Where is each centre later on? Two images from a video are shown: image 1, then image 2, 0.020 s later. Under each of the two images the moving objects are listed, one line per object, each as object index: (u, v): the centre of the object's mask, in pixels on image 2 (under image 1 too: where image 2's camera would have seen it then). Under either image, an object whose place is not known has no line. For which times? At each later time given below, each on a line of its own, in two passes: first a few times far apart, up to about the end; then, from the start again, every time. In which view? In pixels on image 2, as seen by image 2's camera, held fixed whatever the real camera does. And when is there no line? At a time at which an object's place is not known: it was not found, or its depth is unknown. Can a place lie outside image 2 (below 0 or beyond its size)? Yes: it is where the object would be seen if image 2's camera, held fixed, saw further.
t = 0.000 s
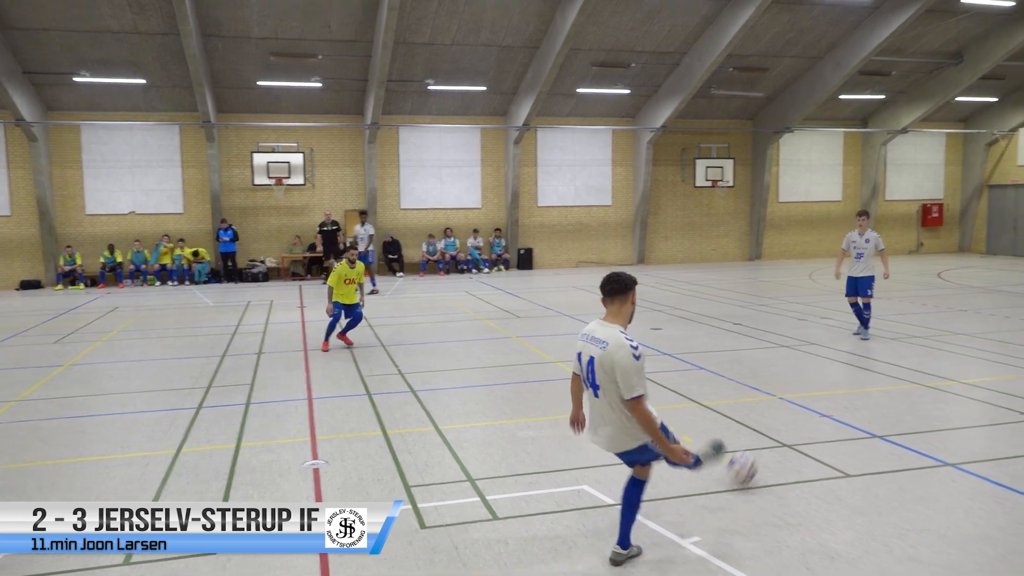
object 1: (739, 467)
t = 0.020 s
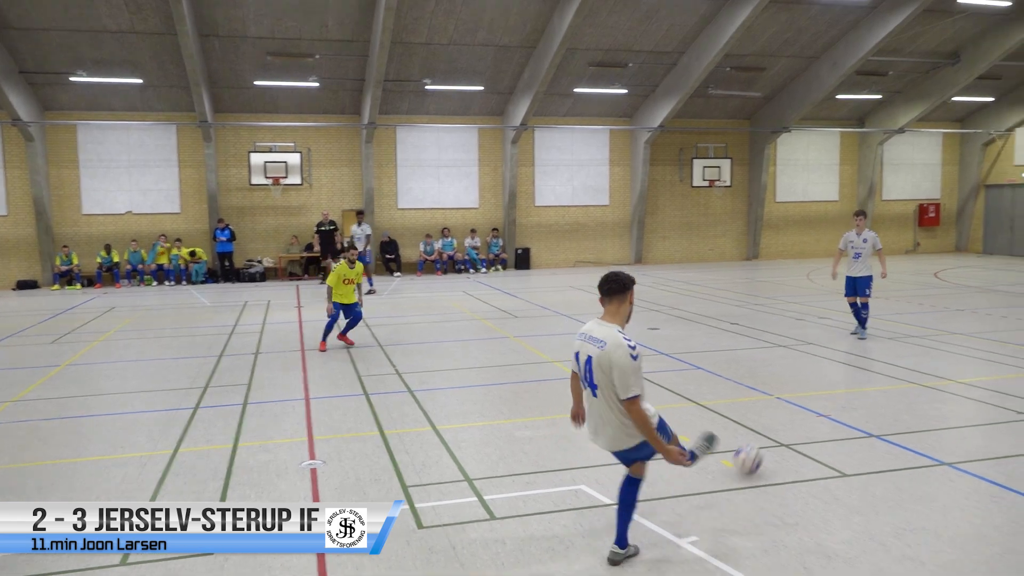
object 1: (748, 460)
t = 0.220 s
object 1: (808, 397)
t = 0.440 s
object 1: (841, 364)
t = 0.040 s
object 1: (759, 452)
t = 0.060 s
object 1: (765, 445)
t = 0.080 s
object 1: (773, 438)
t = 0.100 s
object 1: (779, 430)
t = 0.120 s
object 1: (784, 424)
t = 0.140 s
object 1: (790, 418)
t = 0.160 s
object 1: (796, 414)
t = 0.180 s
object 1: (800, 408)
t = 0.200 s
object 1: (805, 402)
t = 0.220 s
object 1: (808, 397)
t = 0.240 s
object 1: (812, 394)
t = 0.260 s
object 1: (816, 390)
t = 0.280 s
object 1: (819, 387)
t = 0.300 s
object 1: (822, 383)
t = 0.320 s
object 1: (826, 381)
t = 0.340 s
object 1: (829, 377)
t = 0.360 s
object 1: (831, 374)
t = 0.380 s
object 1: (834, 371)
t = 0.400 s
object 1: (836, 368)
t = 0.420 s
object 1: (838, 366)
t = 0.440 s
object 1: (841, 364)
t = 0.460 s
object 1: (842, 361)
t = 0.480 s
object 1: (844, 359)
